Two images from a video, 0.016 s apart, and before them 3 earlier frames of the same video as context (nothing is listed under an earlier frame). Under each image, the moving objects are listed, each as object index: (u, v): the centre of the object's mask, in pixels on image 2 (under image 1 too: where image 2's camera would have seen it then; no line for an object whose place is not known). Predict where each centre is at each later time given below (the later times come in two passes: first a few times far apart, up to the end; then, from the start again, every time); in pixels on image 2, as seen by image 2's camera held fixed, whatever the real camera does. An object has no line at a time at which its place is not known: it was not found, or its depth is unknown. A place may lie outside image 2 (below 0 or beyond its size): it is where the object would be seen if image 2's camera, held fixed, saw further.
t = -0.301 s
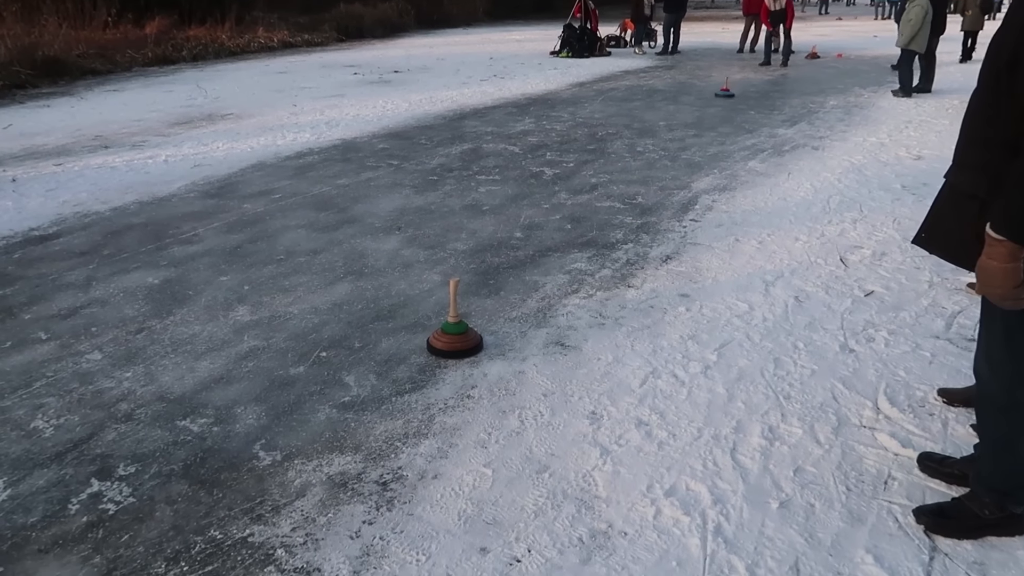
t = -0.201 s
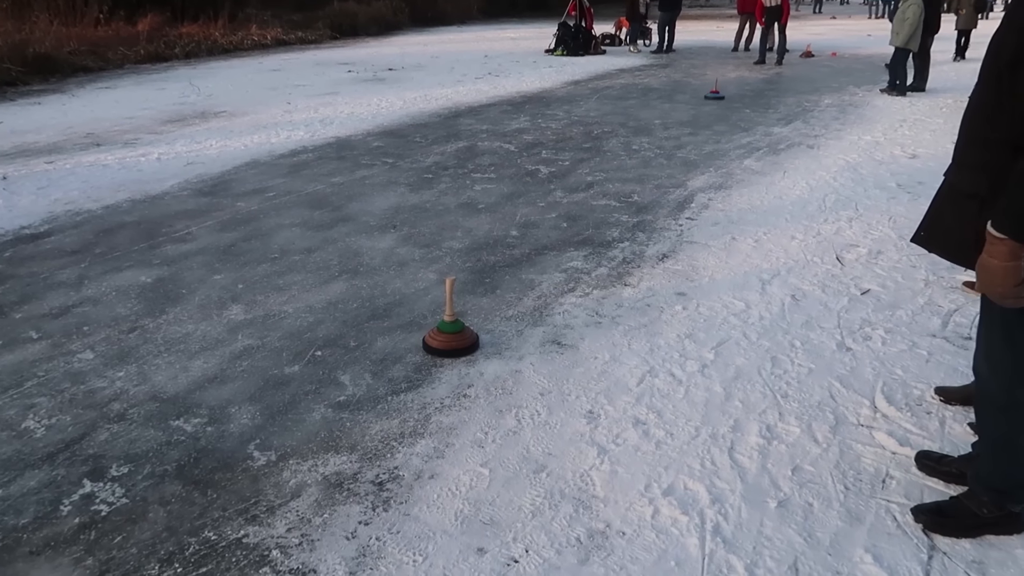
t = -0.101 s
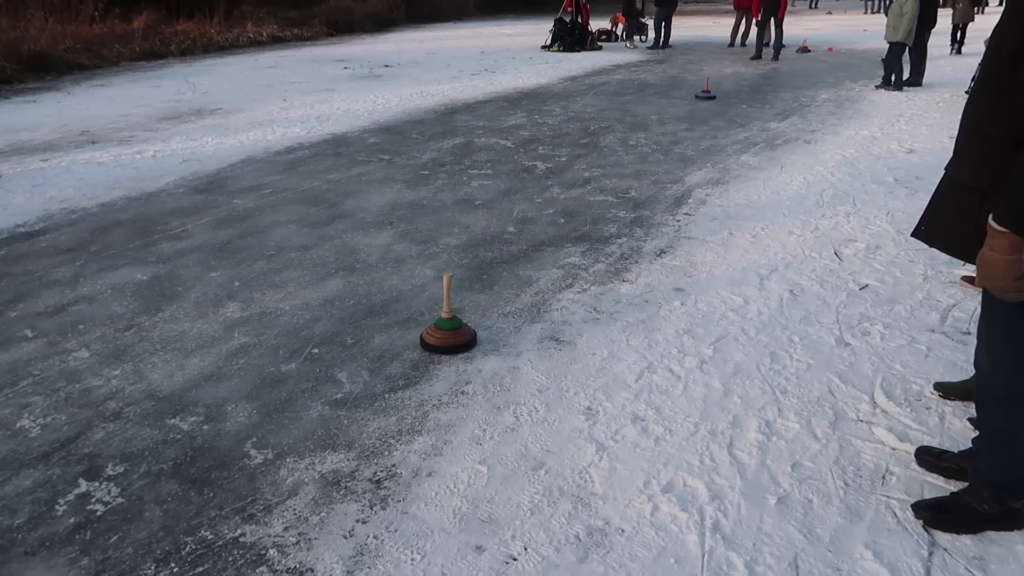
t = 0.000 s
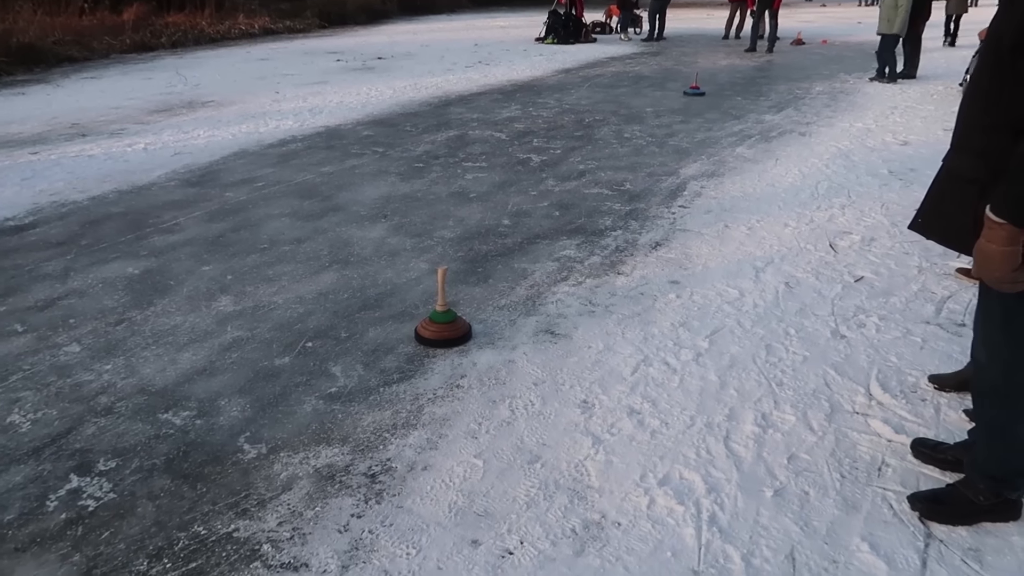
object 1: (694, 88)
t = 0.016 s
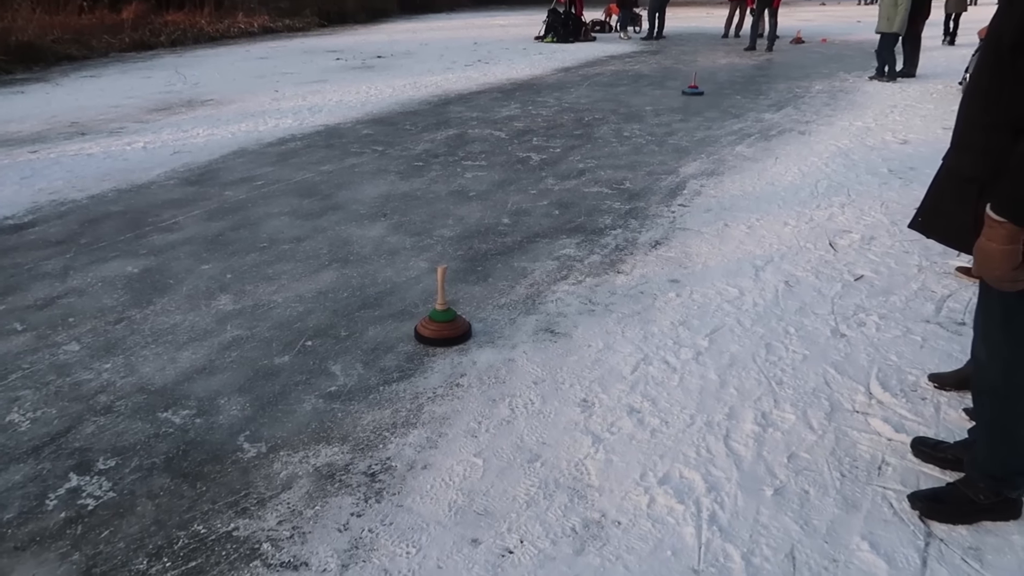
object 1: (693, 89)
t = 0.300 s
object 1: (673, 103)
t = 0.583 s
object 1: (652, 120)
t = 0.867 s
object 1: (625, 140)
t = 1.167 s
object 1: (588, 168)
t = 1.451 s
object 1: (542, 202)
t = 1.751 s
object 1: (477, 251)
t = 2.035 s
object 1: (387, 317)
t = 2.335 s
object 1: (239, 426)
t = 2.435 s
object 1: (168, 479)
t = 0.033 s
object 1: (692, 89)
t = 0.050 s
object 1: (691, 90)
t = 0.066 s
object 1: (690, 90)
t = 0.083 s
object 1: (688, 91)
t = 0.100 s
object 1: (687, 92)
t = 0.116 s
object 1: (686, 93)
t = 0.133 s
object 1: (685, 94)
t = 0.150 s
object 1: (684, 94)
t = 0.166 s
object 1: (683, 95)
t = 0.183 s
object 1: (681, 96)
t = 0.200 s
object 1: (680, 97)
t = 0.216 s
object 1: (679, 98)
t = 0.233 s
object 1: (678, 99)
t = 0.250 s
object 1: (677, 100)
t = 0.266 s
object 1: (676, 101)
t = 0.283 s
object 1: (675, 102)
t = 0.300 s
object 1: (673, 103)
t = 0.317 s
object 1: (672, 104)
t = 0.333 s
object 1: (671, 105)
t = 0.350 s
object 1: (670, 106)
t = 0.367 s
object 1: (669, 107)
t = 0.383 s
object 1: (667, 108)
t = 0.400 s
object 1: (667, 109)
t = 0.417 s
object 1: (665, 110)
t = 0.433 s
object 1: (664, 111)
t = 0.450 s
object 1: (663, 112)
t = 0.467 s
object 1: (661, 113)
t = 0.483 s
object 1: (660, 114)
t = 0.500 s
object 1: (659, 115)
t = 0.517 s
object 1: (657, 116)
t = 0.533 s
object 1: (656, 117)
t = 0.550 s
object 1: (655, 118)
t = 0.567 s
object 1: (653, 119)
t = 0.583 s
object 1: (652, 120)
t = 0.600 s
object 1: (650, 122)
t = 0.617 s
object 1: (649, 123)
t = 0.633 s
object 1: (647, 124)
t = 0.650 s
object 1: (646, 125)
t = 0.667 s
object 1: (644, 126)
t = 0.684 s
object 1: (643, 127)
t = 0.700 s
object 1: (641, 128)
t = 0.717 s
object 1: (640, 129)
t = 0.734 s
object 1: (638, 130)
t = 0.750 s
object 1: (637, 132)
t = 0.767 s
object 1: (635, 133)
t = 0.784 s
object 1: (633, 134)
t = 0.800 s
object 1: (632, 135)
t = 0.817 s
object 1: (630, 137)
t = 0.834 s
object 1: (628, 138)
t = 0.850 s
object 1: (627, 139)
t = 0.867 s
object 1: (625, 140)
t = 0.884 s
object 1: (623, 142)
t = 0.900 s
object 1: (621, 143)
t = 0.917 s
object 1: (620, 145)
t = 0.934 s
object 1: (618, 146)
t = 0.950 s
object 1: (616, 148)
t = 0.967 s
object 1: (614, 149)
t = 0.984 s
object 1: (612, 151)
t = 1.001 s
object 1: (610, 152)
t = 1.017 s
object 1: (608, 154)
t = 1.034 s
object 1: (606, 155)
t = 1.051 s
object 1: (604, 157)
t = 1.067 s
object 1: (602, 158)
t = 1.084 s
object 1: (599, 160)
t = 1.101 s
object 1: (597, 162)
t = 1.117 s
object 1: (595, 163)
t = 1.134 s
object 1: (593, 165)
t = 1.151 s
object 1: (591, 167)
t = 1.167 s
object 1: (588, 168)
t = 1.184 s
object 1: (586, 170)
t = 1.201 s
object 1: (584, 172)
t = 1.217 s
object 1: (581, 173)
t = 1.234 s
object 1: (579, 175)
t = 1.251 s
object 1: (576, 177)
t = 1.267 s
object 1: (574, 179)
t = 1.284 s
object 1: (571, 181)
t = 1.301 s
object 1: (568, 183)
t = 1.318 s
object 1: (566, 185)
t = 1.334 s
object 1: (563, 187)
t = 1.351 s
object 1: (560, 189)
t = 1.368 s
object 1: (557, 191)
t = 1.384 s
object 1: (554, 193)
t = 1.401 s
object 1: (551, 196)
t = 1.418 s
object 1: (549, 198)
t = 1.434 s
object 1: (546, 200)
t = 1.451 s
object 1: (542, 202)
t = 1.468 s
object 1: (539, 205)
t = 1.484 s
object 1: (536, 207)
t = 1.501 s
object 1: (533, 210)
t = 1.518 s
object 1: (529, 212)
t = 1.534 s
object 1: (526, 214)
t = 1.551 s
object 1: (523, 216)
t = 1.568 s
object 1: (519, 219)
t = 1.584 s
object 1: (516, 222)
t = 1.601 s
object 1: (512, 224)
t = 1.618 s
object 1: (509, 227)
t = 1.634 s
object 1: (505, 230)
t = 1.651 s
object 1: (501, 232)
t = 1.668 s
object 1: (497, 236)
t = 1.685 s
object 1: (493, 239)
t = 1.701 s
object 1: (489, 242)
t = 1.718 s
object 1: (485, 245)
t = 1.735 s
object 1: (481, 248)
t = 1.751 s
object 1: (477, 251)
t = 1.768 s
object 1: (472, 254)
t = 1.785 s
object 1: (468, 257)
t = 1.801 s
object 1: (465, 260)
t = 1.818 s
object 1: (462, 263)
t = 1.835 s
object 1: (458, 266)
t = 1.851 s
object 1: (450, 271)
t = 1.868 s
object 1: (445, 274)
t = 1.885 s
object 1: (436, 279)
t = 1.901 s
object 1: (432, 282)
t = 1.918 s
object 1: (427, 286)
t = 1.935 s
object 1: (418, 289)
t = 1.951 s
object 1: (414, 293)
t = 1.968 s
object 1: (409, 298)
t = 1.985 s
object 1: (404, 302)
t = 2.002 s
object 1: (398, 307)
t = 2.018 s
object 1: (393, 312)
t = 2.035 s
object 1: (387, 317)
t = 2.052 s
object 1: (381, 322)
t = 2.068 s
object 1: (374, 326)
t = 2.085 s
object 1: (367, 331)
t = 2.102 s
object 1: (360, 337)
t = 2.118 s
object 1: (353, 342)
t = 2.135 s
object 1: (346, 347)
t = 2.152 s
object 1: (338, 353)
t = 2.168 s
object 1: (330, 358)
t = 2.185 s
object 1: (322, 364)
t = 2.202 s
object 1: (314, 371)
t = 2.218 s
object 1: (306, 377)
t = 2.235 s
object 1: (297, 384)
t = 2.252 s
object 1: (288, 390)
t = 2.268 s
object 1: (279, 397)
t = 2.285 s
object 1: (270, 404)
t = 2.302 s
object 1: (260, 411)
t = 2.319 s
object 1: (250, 418)
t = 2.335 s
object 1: (239, 426)
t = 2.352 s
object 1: (228, 434)
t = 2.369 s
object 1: (217, 442)
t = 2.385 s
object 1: (206, 451)
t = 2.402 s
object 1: (194, 460)
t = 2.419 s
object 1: (181, 468)
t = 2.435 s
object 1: (168, 479)
